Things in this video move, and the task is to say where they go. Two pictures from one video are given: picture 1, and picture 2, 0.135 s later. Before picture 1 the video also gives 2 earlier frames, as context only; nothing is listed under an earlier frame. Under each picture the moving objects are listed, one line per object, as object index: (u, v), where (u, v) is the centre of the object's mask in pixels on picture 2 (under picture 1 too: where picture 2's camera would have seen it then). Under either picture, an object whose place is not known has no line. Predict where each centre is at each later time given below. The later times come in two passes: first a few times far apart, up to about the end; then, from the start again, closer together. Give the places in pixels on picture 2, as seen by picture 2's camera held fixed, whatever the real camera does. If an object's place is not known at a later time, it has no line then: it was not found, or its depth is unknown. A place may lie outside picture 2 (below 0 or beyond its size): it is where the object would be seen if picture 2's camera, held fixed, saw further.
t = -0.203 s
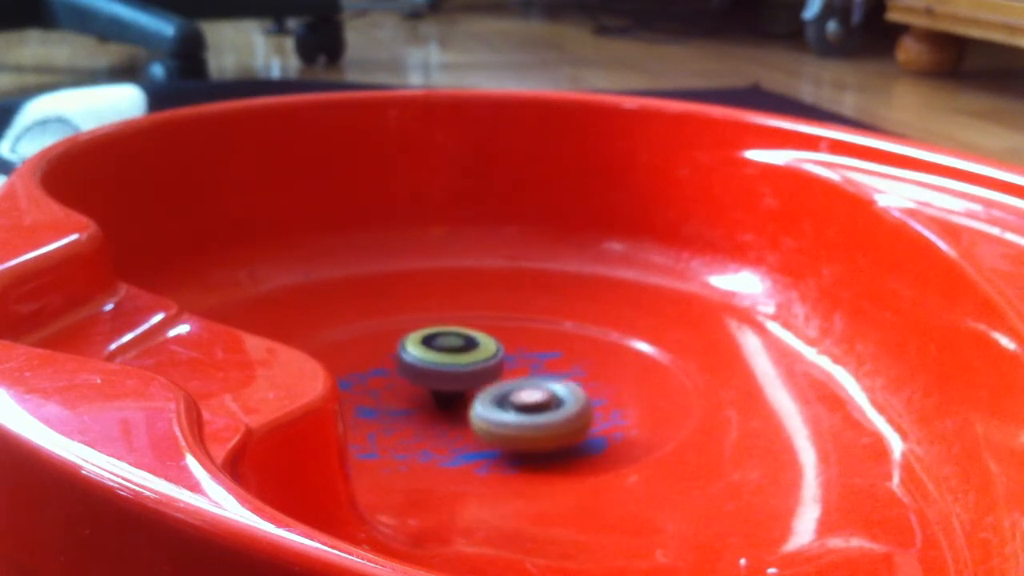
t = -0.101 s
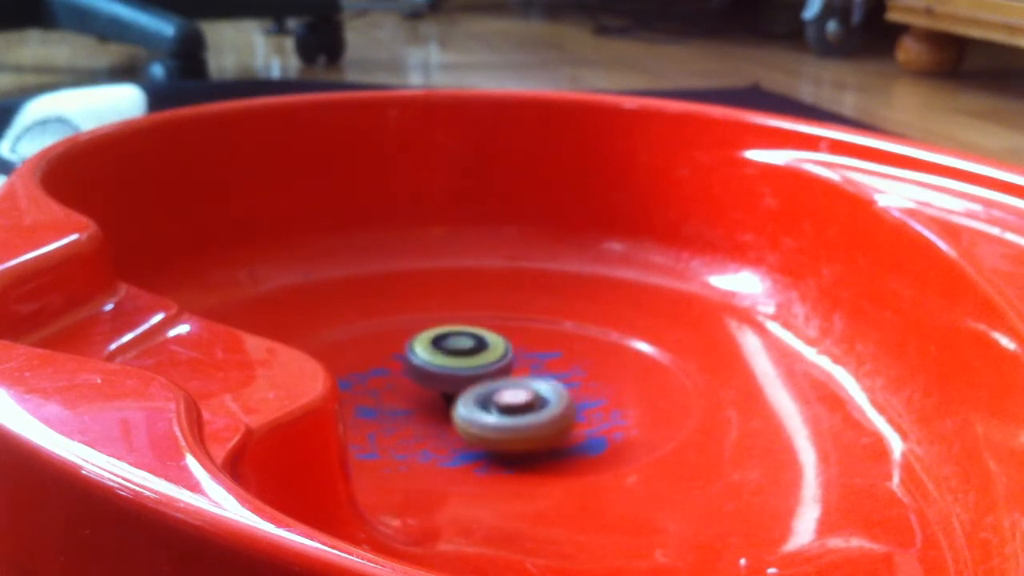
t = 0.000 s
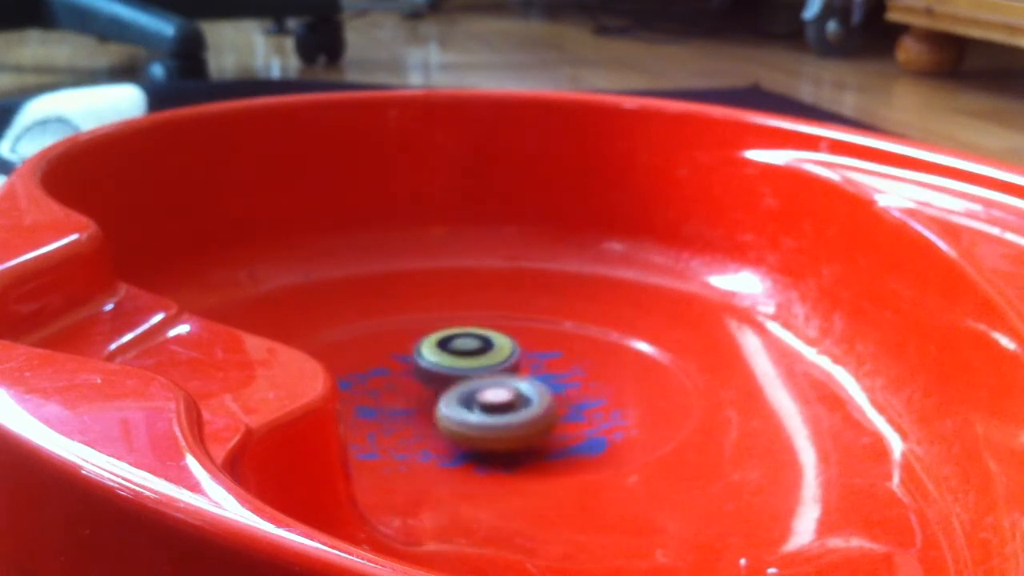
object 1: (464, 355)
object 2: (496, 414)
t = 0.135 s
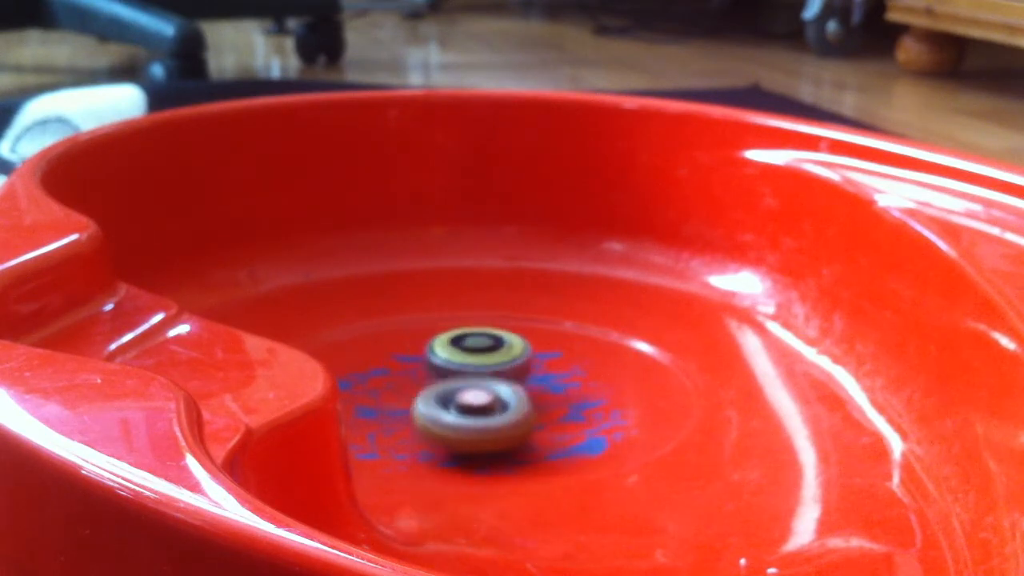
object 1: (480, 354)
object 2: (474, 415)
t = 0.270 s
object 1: (495, 356)
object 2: (450, 415)
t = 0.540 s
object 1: (497, 365)
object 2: (412, 413)
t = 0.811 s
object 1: (486, 369)
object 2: (390, 405)
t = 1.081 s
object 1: (490, 362)
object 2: (369, 394)
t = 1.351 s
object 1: (500, 357)
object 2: (362, 381)
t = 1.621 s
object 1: (505, 358)
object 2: (366, 370)
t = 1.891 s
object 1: (499, 363)
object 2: (388, 358)
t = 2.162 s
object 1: (534, 373)
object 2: (328, 325)
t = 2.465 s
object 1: (509, 373)
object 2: (330, 323)
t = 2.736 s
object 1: (496, 364)
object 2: (379, 332)
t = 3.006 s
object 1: (511, 360)
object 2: (428, 329)
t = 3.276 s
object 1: (516, 367)
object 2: (469, 322)
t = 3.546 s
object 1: (491, 372)
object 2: (496, 316)
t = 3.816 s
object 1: (473, 362)
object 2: (518, 318)
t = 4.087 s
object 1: (465, 361)
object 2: (548, 323)
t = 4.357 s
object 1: (463, 366)
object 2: (567, 327)
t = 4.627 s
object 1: (453, 363)
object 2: (575, 336)
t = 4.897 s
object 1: (465, 359)
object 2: (579, 355)
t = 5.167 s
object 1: (463, 366)
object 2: (602, 369)
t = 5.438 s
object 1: (455, 363)
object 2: (621, 376)
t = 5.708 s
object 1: (462, 360)
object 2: (608, 383)
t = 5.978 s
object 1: (469, 365)
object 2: (564, 394)
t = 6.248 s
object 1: (461, 364)
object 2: (554, 409)
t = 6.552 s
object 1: (466, 359)
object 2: (545, 418)
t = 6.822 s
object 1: (473, 360)
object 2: (520, 418)
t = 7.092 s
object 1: (463, 356)
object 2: (477, 416)
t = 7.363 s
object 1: (468, 345)
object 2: (452, 428)
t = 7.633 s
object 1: (497, 345)
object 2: (442, 427)
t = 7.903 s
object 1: (498, 366)
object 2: (426, 415)
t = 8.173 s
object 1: (461, 373)
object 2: (384, 408)
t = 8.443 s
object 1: (460, 358)
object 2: (367, 400)
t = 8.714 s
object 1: (491, 356)
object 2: (365, 391)
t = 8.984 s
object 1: (489, 374)
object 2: (367, 376)
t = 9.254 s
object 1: (464, 375)
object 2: (355, 357)
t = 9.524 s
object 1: (469, 373)
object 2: (338, 345)
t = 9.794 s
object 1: (471, 377)
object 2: (348, 348)
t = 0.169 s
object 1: (486, 354)
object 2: (467, 415)
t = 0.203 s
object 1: (489, 355)
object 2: (462, 415)
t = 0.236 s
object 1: (493, 355)
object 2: (456, 415)
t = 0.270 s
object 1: (495, 356)
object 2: (450, 415)
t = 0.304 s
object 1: (497, 357)
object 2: (445, 416)
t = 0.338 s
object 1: (498, 358)
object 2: (440, 416)
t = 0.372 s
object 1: (499, 360)
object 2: (434, 416)
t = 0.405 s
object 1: (498, 361)
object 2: (430, 415)
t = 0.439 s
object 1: (499, 362)
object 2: (423, 415)
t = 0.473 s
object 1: (498, 363)
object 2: (420, 415)
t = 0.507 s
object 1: (498, 364)
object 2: (415, 414)
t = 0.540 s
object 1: (497, 365)
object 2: (412, 413)
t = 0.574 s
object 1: (497, 366)
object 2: (407, 413)
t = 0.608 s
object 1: (496, 367)
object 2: (403, 412)
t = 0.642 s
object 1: (495, 367)
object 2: (401, 411)
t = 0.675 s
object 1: (493, 368)
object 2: (399, 410)
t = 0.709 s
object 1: (492, 368)
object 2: (397, 408)
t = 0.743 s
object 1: (490, 368)
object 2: (395, 407)
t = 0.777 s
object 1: (488, 369)
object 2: (393, 406)
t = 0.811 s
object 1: (486, 369)
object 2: (390, 405)
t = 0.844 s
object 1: (484, 369)
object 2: (389, 403)
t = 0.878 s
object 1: (482, 369)
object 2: (387, 402)
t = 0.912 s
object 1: (480, 369)
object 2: (387, 400)
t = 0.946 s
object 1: (481, 366)
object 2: (381, 399)
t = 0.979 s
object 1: (486, 364)
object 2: (377, 397)
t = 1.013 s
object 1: (488, 363)
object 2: (374, 397)
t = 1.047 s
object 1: (489, 362)
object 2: (372, 396)
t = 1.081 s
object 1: (490, 362)
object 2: (369, 394)
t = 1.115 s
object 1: (491, 360)
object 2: (368, 393)
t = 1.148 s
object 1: (492, 360)
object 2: (366, 391)
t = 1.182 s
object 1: (493, 360)
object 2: (365, 388)
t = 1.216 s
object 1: (494, 359)
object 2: (364, 388)
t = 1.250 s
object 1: (496, 358)
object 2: (363, 386)
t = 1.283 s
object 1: (497, 358)
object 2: (363, 383)
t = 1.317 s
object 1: (499, 357)
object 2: (361, 382)
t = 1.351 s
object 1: (500, 357)
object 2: (362, 381)
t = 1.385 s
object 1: (501, 357)
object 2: (361, 380)
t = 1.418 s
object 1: (502, 357)
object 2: (362, 379)
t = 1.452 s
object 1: (503, 357)
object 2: (362, 377)
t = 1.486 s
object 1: (504, 357)
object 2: (362, 375)
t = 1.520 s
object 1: (505, 357)
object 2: (363, 374)
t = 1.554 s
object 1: (505, 357)
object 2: (364, 373)
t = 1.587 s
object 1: (506, 357)
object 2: (365, 373)
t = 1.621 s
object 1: (505, 358)
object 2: (366, 370)
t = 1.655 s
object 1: (506, 358)
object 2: (368, 369)
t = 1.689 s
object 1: (505, 359)
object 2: (370, 367)
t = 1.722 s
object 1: (505, 359)
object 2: (372, 367)
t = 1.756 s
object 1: (505, 360)
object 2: (375, 365)
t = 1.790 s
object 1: (505, 360)
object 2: (377, 363)
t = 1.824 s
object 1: (503, 362)
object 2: (381, 361)
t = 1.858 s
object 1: (502, 362)
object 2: (384, 361)
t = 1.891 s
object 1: (499, 363)
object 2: (388, 358)
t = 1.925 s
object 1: (498, 363)
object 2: (389, 356)
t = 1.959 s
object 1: (511, 365)
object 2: (373, 353)
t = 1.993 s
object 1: (525, 367)
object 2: (354, 343)
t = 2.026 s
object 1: (533, 369)
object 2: (343, 338)
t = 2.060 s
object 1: (538, 370)
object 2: (336, 332)
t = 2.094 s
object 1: (537, 371)
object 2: (333, 330)
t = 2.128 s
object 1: (536, 372)
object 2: (331, 327)
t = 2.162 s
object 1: (534, 373)
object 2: (328, 325)
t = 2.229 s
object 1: (530, 374)
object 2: (325, 323)
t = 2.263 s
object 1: (528, 374)
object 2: (324, 322)
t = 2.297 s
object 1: (525, 375)
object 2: (323, 321)
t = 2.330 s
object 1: (522, 374)
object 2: (323, 321)
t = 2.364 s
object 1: (519, 375)
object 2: (323, 321)
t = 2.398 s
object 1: (515, 374)
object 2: (326, 321)
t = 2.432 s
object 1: (513, 374)
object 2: (328, 322)
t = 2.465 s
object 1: (509, 373)
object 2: (330, 323)
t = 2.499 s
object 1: (507, 372)
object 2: (334, 323)
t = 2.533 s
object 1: (504, 372)
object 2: (339, 325)
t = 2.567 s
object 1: (503, 370)
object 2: (344, 326)
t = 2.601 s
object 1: (500, 369)
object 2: (348, 327)
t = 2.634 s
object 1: (499, 368)
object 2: (356, 328)
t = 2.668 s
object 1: (497, 367)
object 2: (363, 330)
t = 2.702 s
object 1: (496, 365)
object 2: (371, 331)
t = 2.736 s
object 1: (496, 364)
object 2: (379, 332)
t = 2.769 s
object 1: (495, 363)
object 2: (387, 333)
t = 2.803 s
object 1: (496, 361)
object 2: (397, 334)
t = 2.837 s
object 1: (495, 361)
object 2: (403, 334)
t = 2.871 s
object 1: (496, 360)
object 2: (409, 335)
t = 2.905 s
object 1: (498, 360)
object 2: (413, 333)
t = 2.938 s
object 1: (505, 361)
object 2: (418, 331)
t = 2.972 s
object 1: (507, 360)
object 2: (423, 330)
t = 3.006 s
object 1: (511, 360)
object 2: (428, 329)
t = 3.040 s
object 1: (512, 363)
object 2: (434, 329)
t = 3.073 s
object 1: (514, 364)
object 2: (440, 327)
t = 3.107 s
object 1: (515, 365)
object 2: (445, 327)
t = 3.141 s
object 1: (515, 366)
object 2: (451, 326)
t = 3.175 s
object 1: (516, 366)
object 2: (456, 325)
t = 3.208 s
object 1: (516, 367)
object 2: (460, 324)
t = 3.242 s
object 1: (517, 366)
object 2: (465, 322)
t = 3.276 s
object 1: (516, 367)
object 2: (469, 322)
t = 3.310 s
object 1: (515, 368)
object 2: (473, 320)
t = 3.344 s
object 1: (513, 369)
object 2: (476, 320)
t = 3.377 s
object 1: (509, 370)
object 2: (481, 319)
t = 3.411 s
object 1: (507, 371)
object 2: (483, 318)
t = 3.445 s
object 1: (502, 373)
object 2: (487, 318)
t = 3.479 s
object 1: (500, 372)
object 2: (490, 317)
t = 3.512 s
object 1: (494, 373)
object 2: (492, 317)
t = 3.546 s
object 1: (491, 372)
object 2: (496, 316)
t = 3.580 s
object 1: (486, 372)
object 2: (497, 315)
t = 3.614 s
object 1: (483, 370)
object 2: (499, 315)
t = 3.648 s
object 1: (480, 369)
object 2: (502, 315)
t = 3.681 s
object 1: (477, 369)
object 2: (504, 316)
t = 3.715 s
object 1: (476, 367)
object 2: (509, 316)
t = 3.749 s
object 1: (474, 366)
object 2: (511, 317)
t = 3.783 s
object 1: (474, 363)
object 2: (514, 317)
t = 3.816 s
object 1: (473, 362)
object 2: (518, 318)
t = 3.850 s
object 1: (473, 359)
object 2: (521, 320)
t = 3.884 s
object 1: (473, 359)
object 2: (524, 320)
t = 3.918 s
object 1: (473, 358)
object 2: (529, 322)
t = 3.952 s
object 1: (472, 358)
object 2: (533, 323)
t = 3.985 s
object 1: (470, 358)
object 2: (536, 323)
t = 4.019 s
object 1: (466, 359)
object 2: (540, 323)
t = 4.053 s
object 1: (464, 361)
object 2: (543, 323)
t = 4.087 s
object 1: (465, 361)
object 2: (548, 323)
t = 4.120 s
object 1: (465, 362)
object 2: (550, 324)
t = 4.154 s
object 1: (465, 363)
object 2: (553, 323)
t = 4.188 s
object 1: (466, 364)
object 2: (557, 324)
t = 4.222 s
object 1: (466, 365)
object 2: (558, 324)
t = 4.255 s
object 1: (465, 364)
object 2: (562, 325)
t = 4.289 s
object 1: (464, 366)
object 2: (563, 325)
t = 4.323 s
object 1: (464, 365)
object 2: (565, 327)
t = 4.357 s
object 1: (463, 366)
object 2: (567, 327)
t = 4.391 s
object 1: (461, 366)
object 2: (569, 328)
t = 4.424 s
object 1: (460, 366)
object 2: (570, 328)
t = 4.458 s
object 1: (457, 367)
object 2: (571, 328)
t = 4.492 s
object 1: (456, 366)
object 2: (572, 329)
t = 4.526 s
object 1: (454, 365)
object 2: (573, 331)
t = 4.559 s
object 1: (454, 365)
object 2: (573, 332)
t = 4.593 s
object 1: (453, 364)
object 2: (574, 335)
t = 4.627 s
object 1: (453, 363)
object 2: (575, 336)
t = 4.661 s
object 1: (454, 362)
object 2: (575, 338)
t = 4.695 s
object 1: (454, 361)
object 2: (575, 340)
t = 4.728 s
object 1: (455, 360)
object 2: (576, 342)
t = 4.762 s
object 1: (456, 359)
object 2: (576, 344)
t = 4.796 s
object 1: (457, 359)
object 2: (576, 347)
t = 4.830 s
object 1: (460, 359)
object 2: (577, 348)
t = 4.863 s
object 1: (464, 358)
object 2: (578, 353)
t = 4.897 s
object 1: (465, 359)
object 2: (579, 355)
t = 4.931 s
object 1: (467, 359)
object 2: (580, 357)
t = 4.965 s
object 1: (470, 360)
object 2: (582, 359)
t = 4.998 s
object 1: (470, 361)
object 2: (583, 361)
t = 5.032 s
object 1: (469, 363)
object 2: (588, 364)
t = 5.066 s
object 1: (466, 365)
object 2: (592, 368)
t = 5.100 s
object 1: (465, 364)
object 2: (594, 367)
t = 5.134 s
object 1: (464, 365)
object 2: (597, 368)
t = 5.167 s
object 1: (463, 366)
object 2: (602, 369)
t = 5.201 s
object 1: (463, 366)
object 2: (605, 371)
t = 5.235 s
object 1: (461, 366)
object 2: (609, 372)
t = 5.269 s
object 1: (460, 366)
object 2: (612, 373)
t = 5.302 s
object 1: (459, 366)
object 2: (614, 375)
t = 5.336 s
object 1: (457, 367)
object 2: (618, 375)
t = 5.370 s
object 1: (457, 365)
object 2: (619, 375)
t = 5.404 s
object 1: (455, 364)
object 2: (621, 376)
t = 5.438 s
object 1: (455, 363)
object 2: (621, 376)
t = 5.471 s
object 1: (455, 363)
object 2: (621, 377)
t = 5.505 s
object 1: (455, 362)
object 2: (622, 378)
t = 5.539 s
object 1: (457, 361)
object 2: (621, 379)
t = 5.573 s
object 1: (457, 361)
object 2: (620, 380)
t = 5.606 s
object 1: (459, 360)
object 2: (619, 381)
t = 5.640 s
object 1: (459, 360)
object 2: (616, 381)
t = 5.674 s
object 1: (460, 360)
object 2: (612, 382)
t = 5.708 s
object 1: (462, 360)
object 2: (608, 383)
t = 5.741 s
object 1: (461, 360)
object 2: (603, 385)
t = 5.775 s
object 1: (464, 360)
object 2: (599, 385)
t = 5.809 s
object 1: (465, 361)
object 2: (595, 386)
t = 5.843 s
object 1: (466, 361)
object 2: (589, 388)
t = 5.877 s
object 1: (468, 362)
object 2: (582, 390)
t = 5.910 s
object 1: (467, 364)
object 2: (578, 391)
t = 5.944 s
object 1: (469, 364)
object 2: (570, 392)
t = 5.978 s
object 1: (469, 365)
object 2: (564, 394)
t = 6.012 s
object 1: (468, 366)
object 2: (561, 395)
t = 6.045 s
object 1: (466, 367)
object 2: (562, 398)
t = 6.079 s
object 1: (465, 368)
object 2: (562, 401)
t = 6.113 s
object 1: (465, 366)
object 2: (561, 402)
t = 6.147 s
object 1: (464, 366)
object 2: (559, 403)
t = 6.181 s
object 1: (462, 366)
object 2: (558, 406)
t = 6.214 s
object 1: (462, 364)
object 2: (556, 407)
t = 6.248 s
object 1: (461, 364)
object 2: (554, 409)
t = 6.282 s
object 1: (460, 363)
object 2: (553, 410)
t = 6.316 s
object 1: (459, 362)
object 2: (553, 412)
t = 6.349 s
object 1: (459, 362)
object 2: (552, 413)
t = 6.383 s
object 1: (460, 361)
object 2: (551, 414)
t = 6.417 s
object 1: (460, 360)
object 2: (550, 415)
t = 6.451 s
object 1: (461, 360)
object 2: (549, 416)
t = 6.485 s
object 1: (463, 359)
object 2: (547, 417)
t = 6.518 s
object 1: (463, 359)
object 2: (546, 418)
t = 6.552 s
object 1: (466, 359)
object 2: (545, 418)
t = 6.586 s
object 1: (466, 360)
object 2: (542, 418)
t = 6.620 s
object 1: (468, 359)
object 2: (539, 419)
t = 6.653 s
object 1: (470, 360)
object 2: (538, 419)
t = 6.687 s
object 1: (470, 360)
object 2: (534, 419)
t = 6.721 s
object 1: (472, 360)
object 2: (531, 419)
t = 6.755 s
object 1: (472, 360)
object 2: (529, 419)
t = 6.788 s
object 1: (472, 361)
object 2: (524, 418)
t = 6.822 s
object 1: (473, 360)
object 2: (520, 418)
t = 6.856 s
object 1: (472, 360)
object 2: (517, 418)
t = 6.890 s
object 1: (472, 361)
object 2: (510, 417)
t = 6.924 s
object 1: (471, 360)
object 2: (504, 416)
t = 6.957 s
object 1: (468, 360)
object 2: (500, 415)
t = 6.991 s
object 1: (467, 359)
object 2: (493, 415)
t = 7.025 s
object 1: (465, 358)
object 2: (487, 414)
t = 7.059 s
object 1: (463, 358)
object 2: (482, 414)
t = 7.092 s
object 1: (463, 356)
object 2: (477, 416)
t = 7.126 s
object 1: (462, 356)
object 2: (475, 420)
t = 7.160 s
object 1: (461, 353)
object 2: (472, 422)
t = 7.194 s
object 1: (460, 353)
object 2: (468, 423)
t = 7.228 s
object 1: (460, 352)
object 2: (462, 425)
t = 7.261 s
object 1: (461, 350)
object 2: (460, 425)
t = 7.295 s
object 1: (461, 348)
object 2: (458, 426)
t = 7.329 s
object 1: (463, 348)
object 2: (454, 428)
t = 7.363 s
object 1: (468, 345)
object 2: (452, 428)
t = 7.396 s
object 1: (471, 343)
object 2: (451, 429)
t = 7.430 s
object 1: (477, 342)
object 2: (449, 429)
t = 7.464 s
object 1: (481, 342)
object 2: (448, 429)
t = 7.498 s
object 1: (484, 341)
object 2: (445, 429)
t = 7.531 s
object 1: (488, 341)
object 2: (445, 428)
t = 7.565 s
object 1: (491, 342)
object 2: (445, 428)
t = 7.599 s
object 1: (495, 343)
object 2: (443, 428)
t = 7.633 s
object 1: (497, 345)
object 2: (442, 427)
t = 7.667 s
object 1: (499, 347)
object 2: (442, 426)
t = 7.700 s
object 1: (503, 350)
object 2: (440, 424)
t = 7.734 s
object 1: (504, 352)
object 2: (440, 422)
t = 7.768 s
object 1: (504, 353)
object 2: (438, 421)
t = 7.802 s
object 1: (504, 357)
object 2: (435, 419)
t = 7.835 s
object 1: (502, 361)
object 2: (433, 418)
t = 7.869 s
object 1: (501, 364)
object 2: (430, 415)
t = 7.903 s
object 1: (498, 366)
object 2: (426, 415)
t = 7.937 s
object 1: (495, 370)
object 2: (418, 413)
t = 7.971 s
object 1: (490, 372)
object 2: (410, 414)
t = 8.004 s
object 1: (487, 373)
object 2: (403, 413)
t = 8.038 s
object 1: (480, 373)
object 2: (400, 412)
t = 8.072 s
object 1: (476, 374)
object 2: (396, 410)
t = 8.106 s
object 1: (471, 375)
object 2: (391, 409)
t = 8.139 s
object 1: (465, 375)
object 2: (388, 409)
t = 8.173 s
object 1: (461, 373)
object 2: (384, 408)
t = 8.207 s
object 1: (458, 372)
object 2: (381, 407)
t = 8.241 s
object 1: (456, 370)
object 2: (379, 405)
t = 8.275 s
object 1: (455, 366)
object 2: (377, 406)
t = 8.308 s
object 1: (454, 365)
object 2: (374, 404)
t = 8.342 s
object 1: (455, 363)
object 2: (372, 403)
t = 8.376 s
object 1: (458, 360)
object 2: (370, 402)
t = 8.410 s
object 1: (458, 359)
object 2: (368, 401)
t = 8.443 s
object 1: (460, 358)
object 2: (367, 400)
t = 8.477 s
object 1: (464, 356)
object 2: (366, 399)
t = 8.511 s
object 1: (469, 355)
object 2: (366, 398)
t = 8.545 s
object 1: (472, 355)
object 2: (365, 397)
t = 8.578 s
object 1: (477, 354)
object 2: (364, 395)
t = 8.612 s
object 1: (483, 354)
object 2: (364, 394)
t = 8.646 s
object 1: (485, 354)
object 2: (364, 392)
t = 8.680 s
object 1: (488, 355)
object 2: (365, 391)
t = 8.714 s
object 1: (491, 356)
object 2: (365, 391)
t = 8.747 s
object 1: (493, 357)
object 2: (365, 388)
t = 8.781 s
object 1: (496, 359)
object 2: (365, 386)
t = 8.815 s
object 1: (498, 360)
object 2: (365, 385)
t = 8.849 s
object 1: (497, 365)
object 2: (366, 384)
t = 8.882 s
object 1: (497, 367)
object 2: (367, 382)
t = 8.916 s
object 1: (496, 368)
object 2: (366, 380)
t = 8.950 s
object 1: (492, 370)
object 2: (367, 378)
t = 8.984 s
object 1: (489, 374)
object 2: (367, 376)
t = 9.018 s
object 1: (486, 374)
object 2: (367, 374)
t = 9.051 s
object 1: (480, 376)
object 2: (366, 371)
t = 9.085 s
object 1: (472, 376)
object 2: (366, 369)
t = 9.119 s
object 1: (466, 376)
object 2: (366, 366)
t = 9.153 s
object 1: (464, 376)
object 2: (363, 362)
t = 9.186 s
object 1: (462, 377)
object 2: (359, 360)
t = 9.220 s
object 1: (462, 376)
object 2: (357, 359)
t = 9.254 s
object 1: (464, 375)
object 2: (355, 357)
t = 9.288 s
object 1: (462, 374)
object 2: (352, 354)
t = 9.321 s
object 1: (461, 374)
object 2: (349, 352)
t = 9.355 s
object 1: (463, 372)
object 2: (347, 350)
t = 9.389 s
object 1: (465, 373)
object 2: (345, 348)
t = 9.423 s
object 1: (465, 372)
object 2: (343, 347)
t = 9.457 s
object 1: (467, 372)
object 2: (341, 347)
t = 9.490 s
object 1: (470, 372)
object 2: (340, 346)
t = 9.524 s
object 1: (469, 373)
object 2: (338, 345)
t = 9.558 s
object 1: (472, 373)
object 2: (338, 345)
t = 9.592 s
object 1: (475, 373)
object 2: (338, 345)
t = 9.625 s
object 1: (474, 373)
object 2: (338, 346)
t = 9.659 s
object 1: (474, 372)
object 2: (339, 346)
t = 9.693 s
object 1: (476, 372)
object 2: (341, 346)
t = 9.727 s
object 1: (475, 374)
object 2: (343, 347)
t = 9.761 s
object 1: (472, 375)
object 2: (345, 348)
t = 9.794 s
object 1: (471, 377)
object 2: (348, 348)
